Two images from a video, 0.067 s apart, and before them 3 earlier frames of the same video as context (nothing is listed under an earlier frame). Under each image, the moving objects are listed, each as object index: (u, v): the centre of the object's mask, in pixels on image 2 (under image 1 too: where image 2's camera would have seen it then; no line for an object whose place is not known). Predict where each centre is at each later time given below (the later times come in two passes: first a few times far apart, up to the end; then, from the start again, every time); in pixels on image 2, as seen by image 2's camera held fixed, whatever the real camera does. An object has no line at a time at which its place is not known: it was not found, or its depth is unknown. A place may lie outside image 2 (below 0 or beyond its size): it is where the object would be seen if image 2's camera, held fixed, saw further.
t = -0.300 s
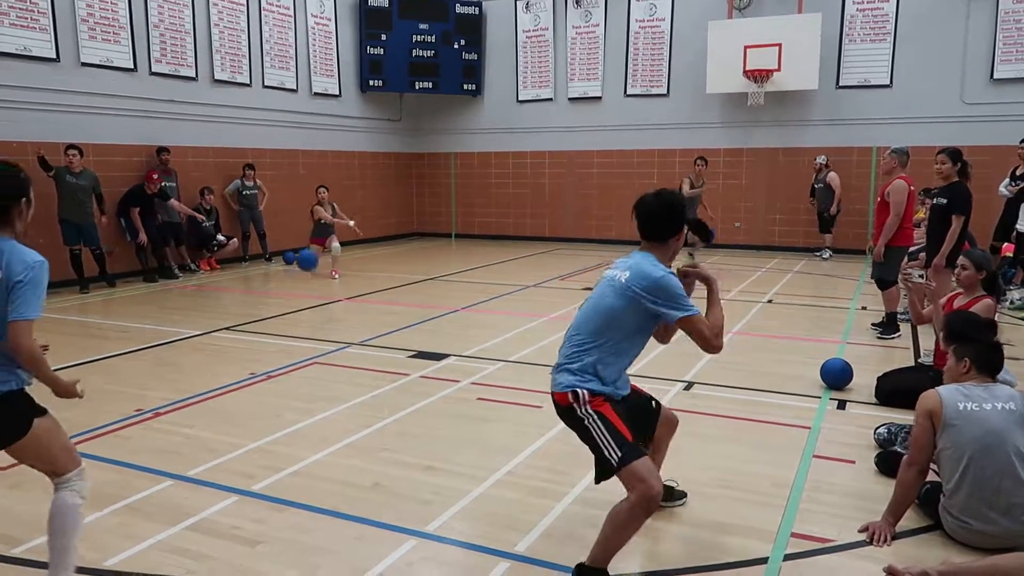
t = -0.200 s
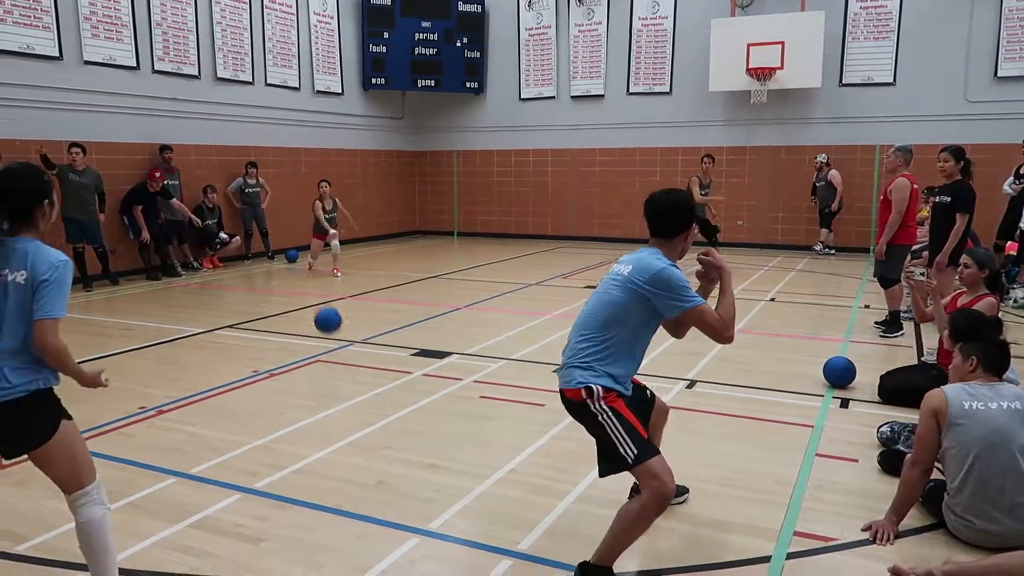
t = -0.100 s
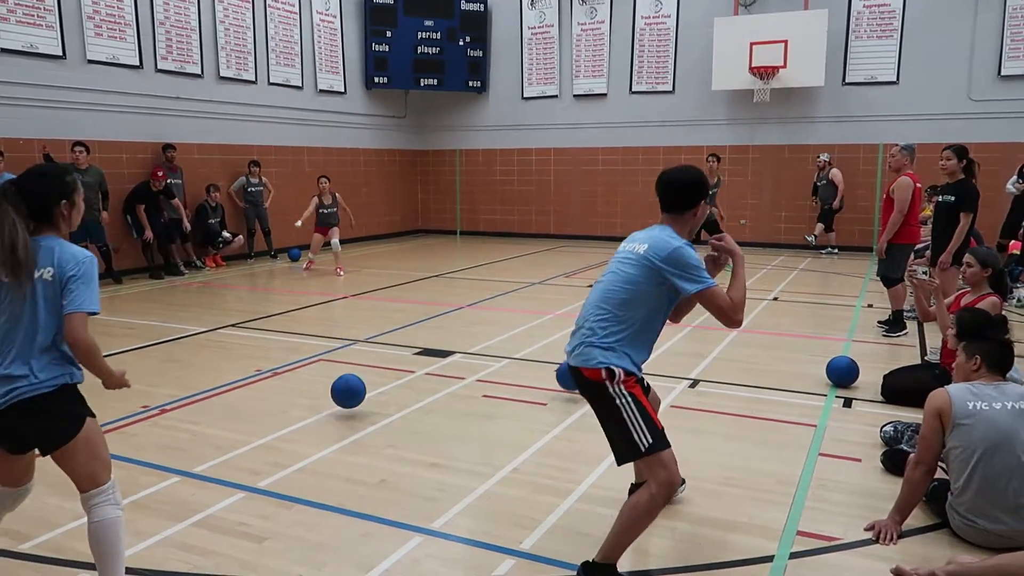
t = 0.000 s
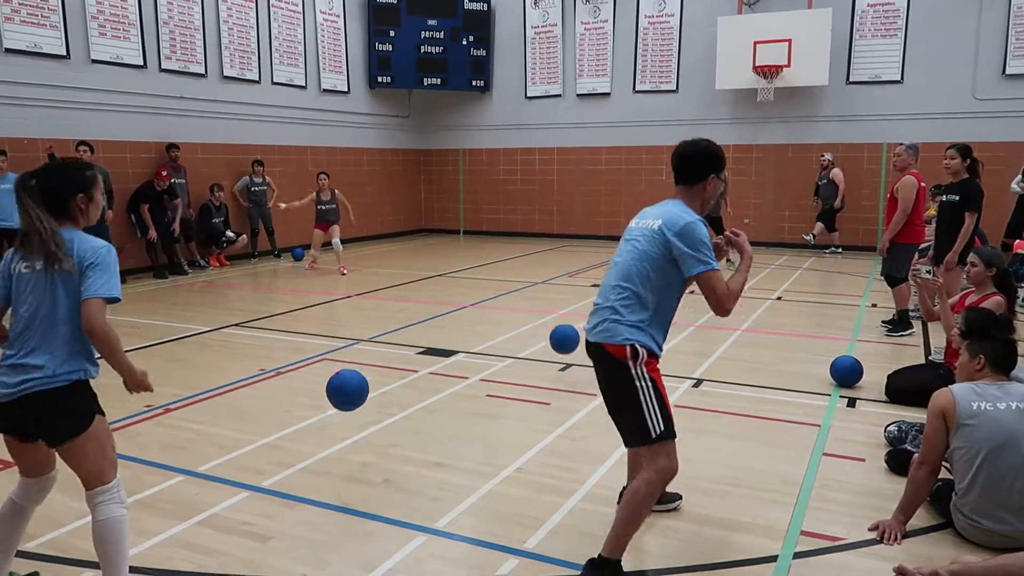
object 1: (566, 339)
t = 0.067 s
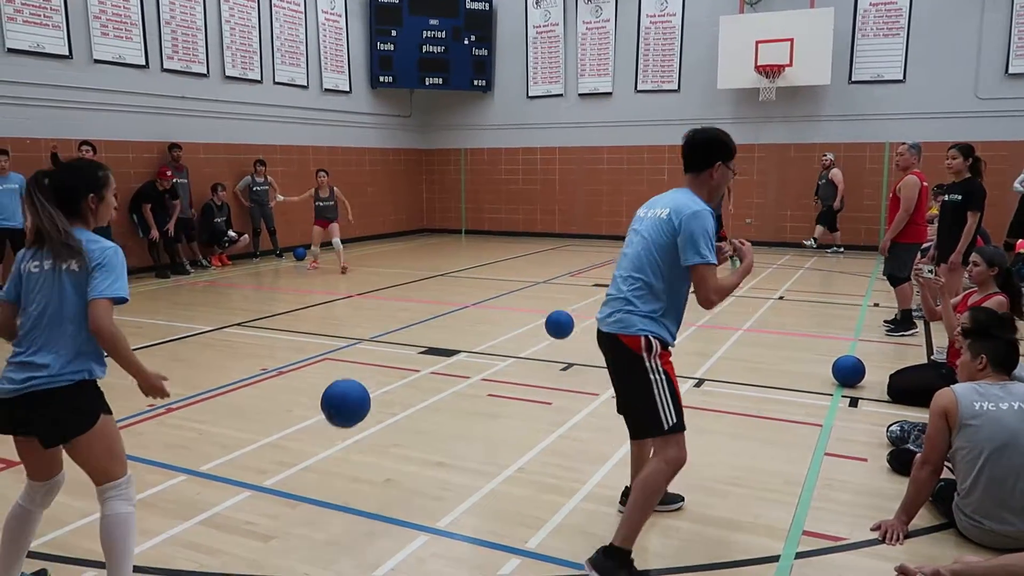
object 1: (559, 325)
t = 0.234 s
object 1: (545, 318)
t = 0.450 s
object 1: (533, 313)
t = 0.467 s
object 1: (532, 311)
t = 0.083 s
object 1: (558, 322)
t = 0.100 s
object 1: (556, 320)
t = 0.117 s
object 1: (555, 319)
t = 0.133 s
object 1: (553, 318)
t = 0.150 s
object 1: (552, 317)
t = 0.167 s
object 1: (551, 316)
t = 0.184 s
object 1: (549, 316)
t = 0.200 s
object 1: (548, 317)
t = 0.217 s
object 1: (547, 317)
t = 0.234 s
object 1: (545, 318)
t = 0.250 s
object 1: (544, 320)
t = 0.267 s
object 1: (543, 322)
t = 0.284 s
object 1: (542, 324)
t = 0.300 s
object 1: (541, 326)
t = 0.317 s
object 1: (539, 328)
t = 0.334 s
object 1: (538, 331)
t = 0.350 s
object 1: (537, 332)
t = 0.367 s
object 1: (537, 329)
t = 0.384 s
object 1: (536, 325)
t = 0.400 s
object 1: (535, 321)
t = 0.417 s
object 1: (534, 319)
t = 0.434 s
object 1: (534, 316)
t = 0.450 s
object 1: (533, 313)
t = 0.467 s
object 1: (532, 311)
